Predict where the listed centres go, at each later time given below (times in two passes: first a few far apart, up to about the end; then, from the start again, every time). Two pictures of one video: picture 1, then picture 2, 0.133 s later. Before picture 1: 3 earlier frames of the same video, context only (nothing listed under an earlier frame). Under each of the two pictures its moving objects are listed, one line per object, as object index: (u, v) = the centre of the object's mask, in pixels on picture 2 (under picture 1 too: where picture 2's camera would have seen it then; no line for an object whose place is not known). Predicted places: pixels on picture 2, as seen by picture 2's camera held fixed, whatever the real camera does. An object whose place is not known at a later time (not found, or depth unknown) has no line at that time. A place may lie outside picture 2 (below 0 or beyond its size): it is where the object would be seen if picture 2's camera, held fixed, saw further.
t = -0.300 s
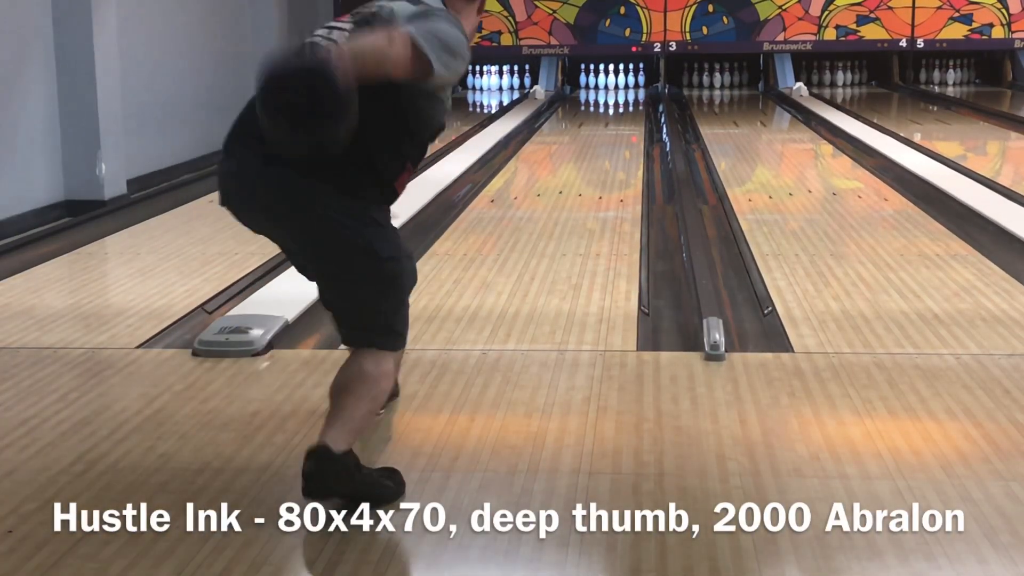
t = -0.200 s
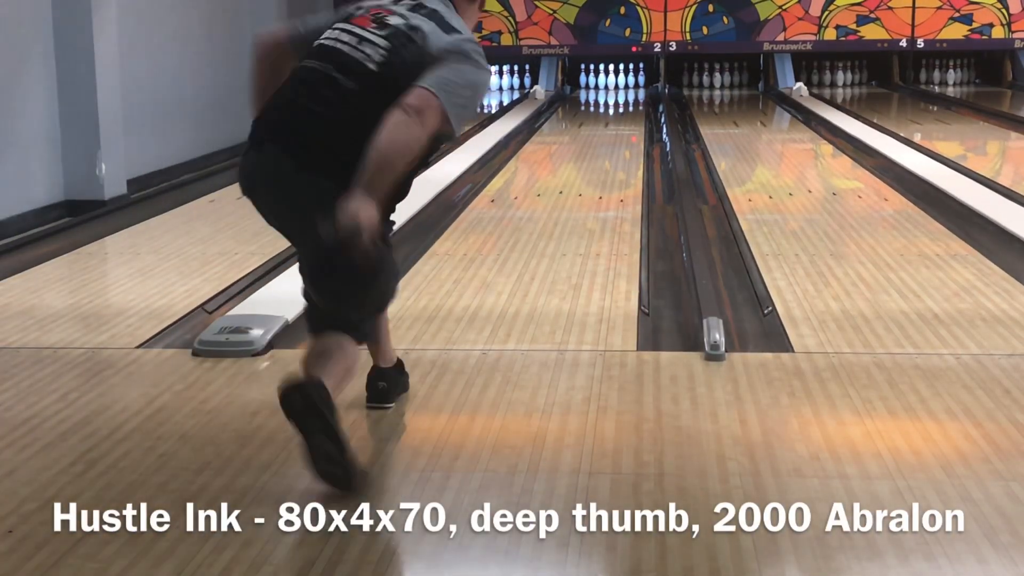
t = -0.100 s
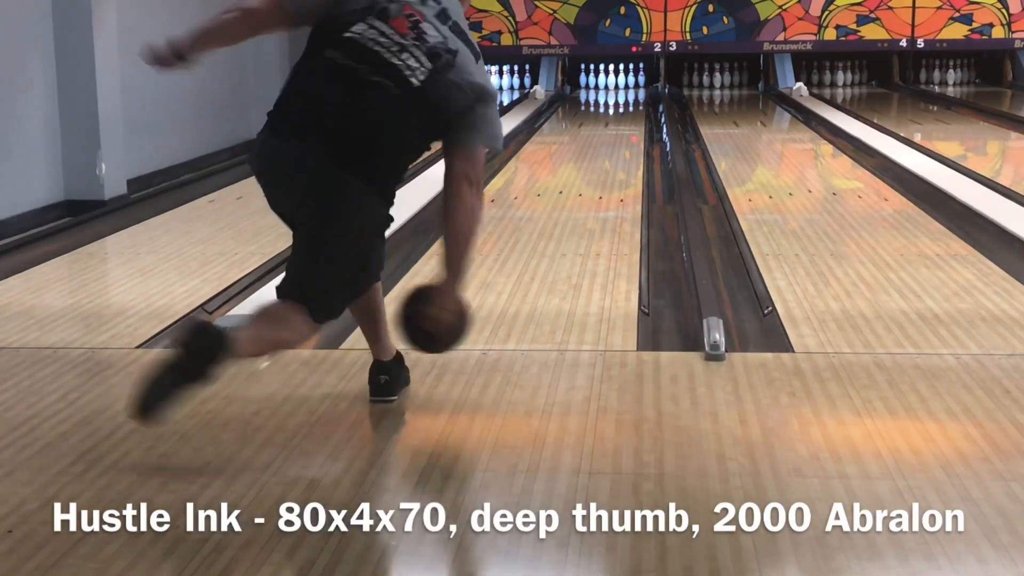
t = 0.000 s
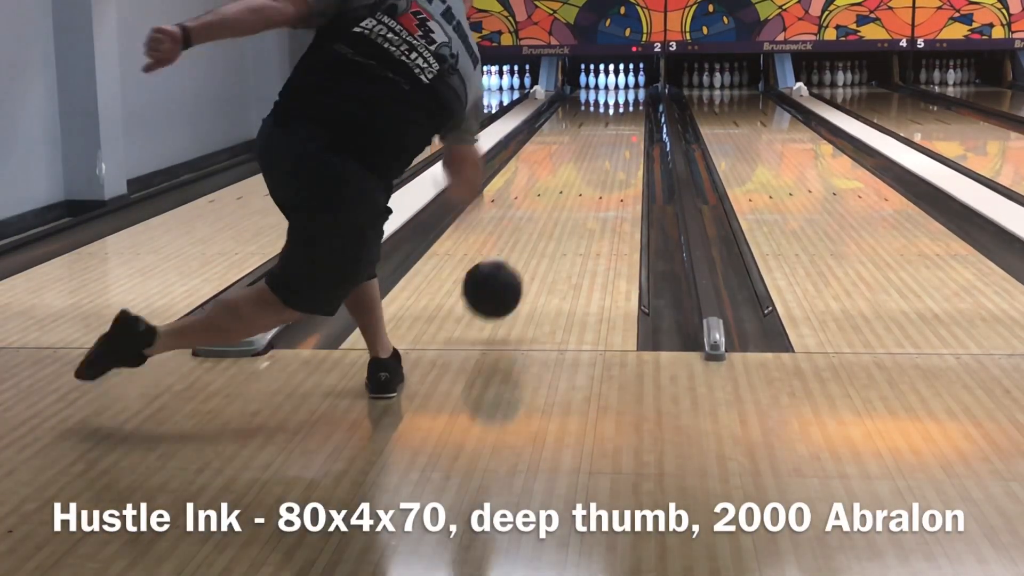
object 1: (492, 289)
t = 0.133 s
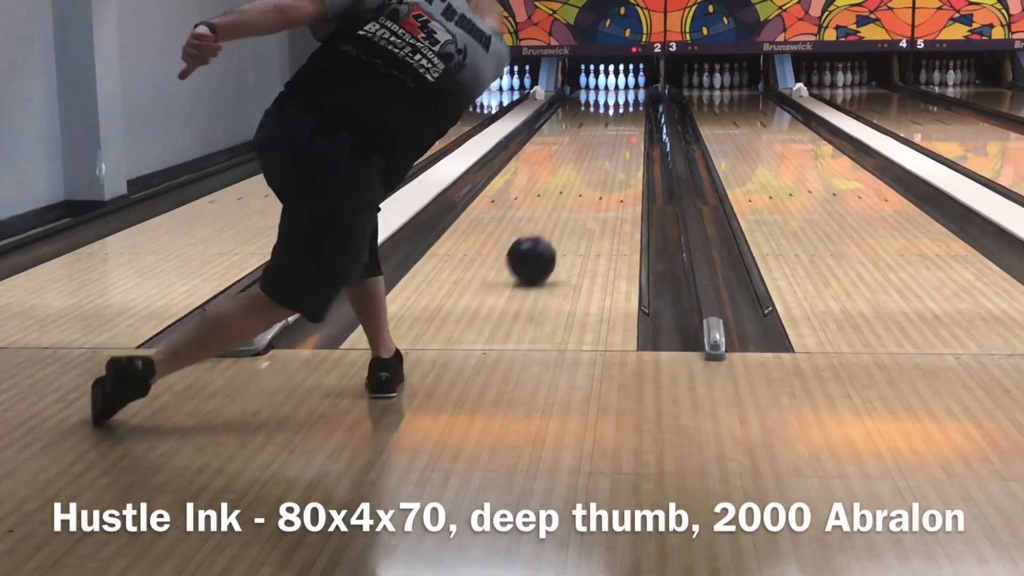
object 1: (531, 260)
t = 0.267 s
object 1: (558, 222)
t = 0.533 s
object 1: (591, 174)
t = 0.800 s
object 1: (611, 144)
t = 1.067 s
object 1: (621, 124)
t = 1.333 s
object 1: (625, 109)
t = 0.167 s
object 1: (538, 247)
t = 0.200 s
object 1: (545, 235)
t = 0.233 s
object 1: (552, 231)
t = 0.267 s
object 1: (558, 222)
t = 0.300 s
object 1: (563, 214)
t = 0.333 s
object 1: (568, 208)
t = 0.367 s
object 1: (573, 201)
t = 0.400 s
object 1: (577, 195)
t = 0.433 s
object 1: (581, 189)
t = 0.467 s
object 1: (585, 184)
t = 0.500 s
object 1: (588, 179)
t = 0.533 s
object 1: (591, 174)
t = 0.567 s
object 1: (594, 169)
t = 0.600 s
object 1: (597, 165)
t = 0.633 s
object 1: (600, 161)
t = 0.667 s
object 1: (602, 157)
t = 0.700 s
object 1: (605, 154)
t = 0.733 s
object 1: (607, 150)
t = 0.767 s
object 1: (608, 147)
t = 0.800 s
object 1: (611, 144)
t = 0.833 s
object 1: (612, 141)
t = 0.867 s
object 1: (614, 138)
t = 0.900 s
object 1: (615, 135)
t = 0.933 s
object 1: (617, 133)
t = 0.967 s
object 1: (618, 130)
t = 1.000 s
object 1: (619, 128)
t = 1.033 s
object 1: (620, 126)
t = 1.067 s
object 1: (621, 124)
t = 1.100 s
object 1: (622, 121)
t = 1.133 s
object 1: (623, 120)
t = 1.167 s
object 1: (624, 118)
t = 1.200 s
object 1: (624, 116)
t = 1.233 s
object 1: (624, 114)
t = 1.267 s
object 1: (624, 112)
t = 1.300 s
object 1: (624, 111)
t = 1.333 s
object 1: (625, 109)
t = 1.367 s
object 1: (625, 107)
